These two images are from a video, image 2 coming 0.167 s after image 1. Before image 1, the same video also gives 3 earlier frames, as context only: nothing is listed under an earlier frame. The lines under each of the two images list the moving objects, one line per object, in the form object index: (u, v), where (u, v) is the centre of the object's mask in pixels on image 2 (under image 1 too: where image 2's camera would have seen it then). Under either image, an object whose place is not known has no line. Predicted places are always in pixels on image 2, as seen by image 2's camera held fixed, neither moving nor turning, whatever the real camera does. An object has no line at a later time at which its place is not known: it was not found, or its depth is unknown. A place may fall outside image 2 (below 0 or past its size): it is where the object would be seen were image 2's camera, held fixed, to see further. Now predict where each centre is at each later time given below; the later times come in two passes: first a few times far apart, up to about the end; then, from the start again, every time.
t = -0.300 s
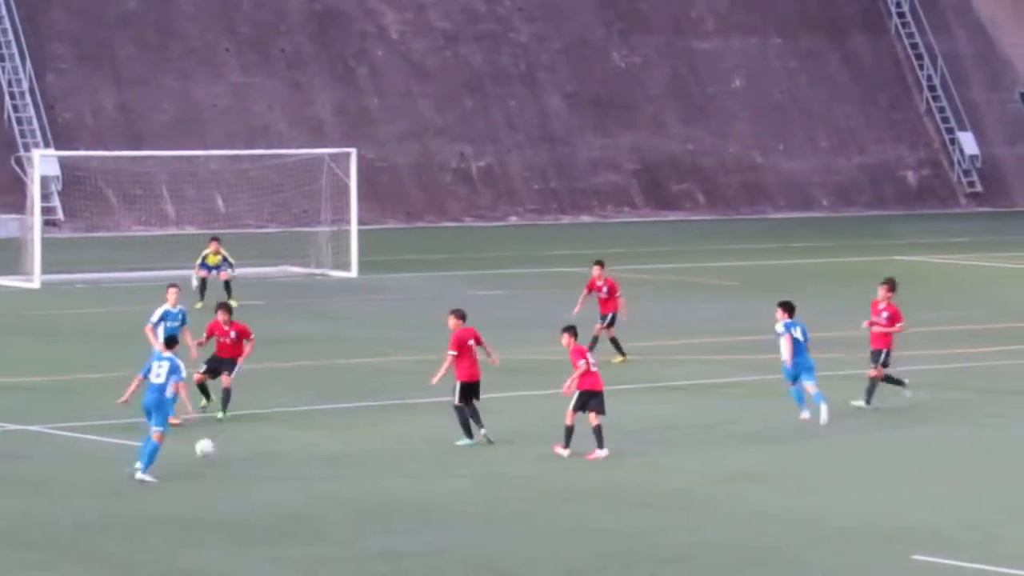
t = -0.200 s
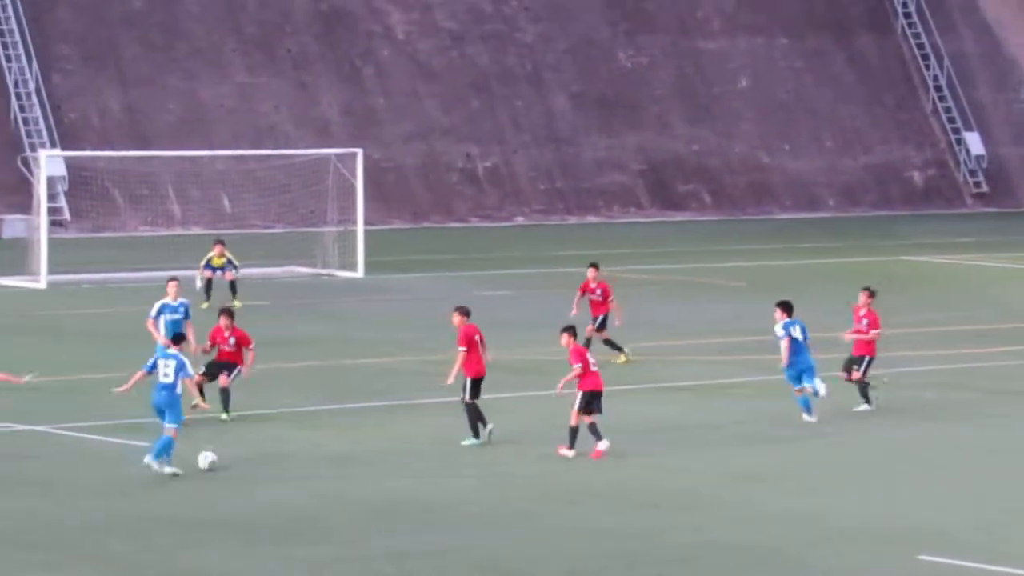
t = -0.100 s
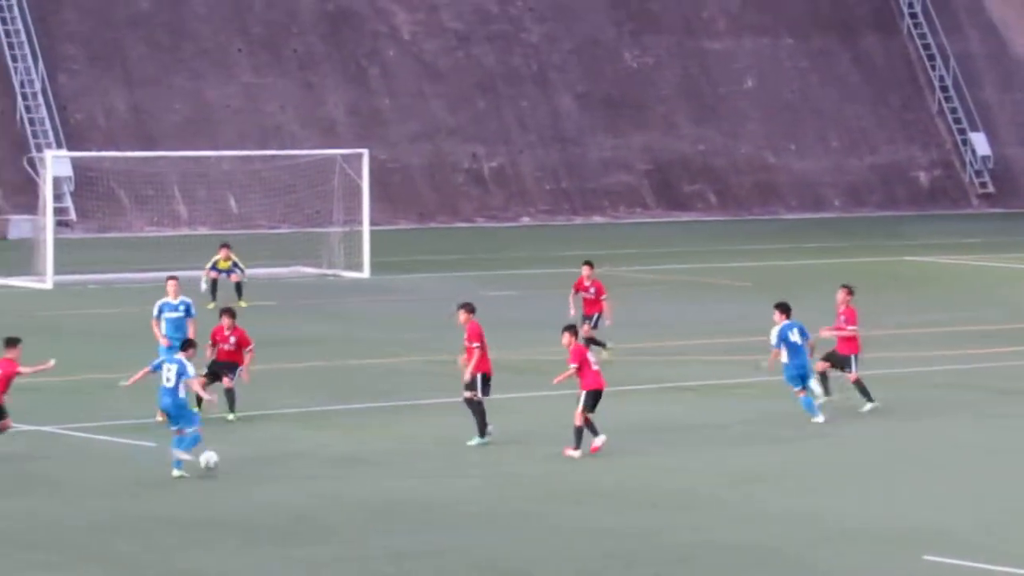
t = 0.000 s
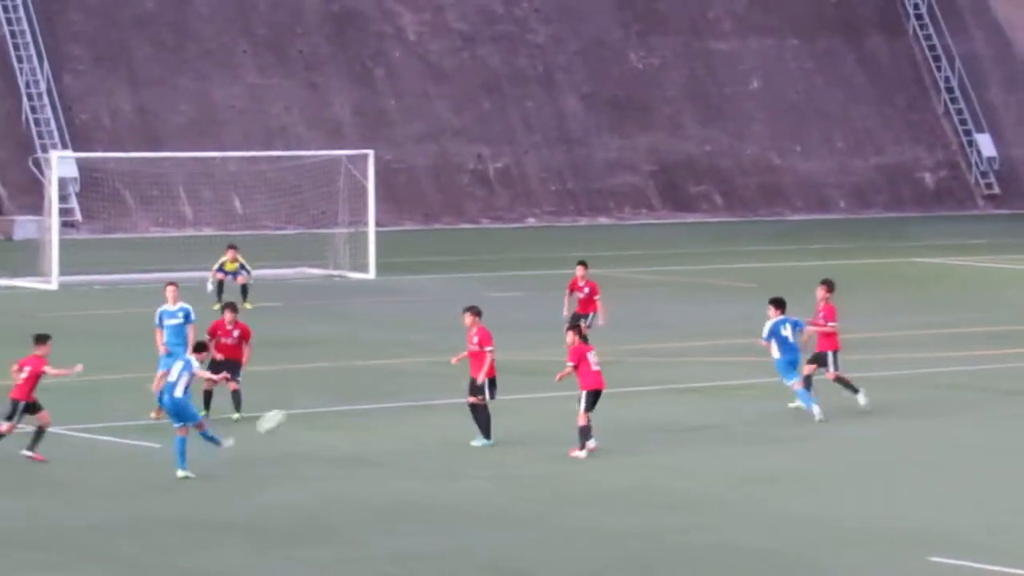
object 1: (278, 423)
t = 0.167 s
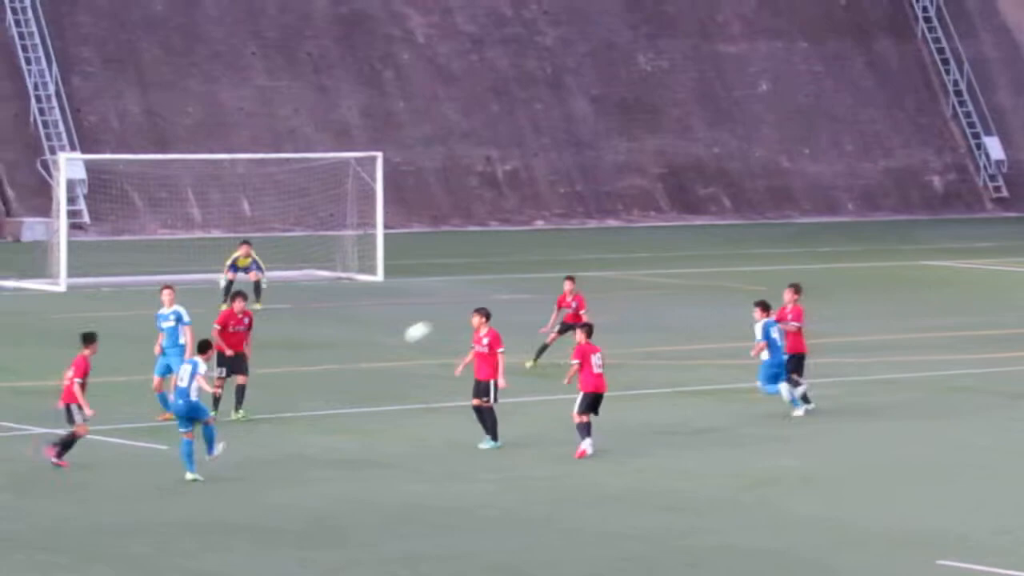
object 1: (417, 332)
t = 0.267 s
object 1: (488, 289)
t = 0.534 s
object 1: (643, 212)
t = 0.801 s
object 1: (759, 181)
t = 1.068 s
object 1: (848, 188)
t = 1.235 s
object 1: (894, 208)
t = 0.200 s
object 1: (442, 316)
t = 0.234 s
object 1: (465, 302)
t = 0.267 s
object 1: (488, 289)
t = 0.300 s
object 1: (509, 276)
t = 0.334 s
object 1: (531, 265)
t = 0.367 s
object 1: (551, 254)
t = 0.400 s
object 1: (571, 244)
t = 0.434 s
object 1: (590, 235)
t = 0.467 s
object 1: (609, 226)
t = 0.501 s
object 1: (626, 219)
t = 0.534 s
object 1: (643, 212)
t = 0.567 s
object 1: (659, 206)
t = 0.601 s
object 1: (674, 200)
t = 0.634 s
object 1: (690, 195)
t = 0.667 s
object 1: (704, 190)
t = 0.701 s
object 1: (719, 187)
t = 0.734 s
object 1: (733, 185)
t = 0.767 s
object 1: (746, 183)
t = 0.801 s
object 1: (759, 181)
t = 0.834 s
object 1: (772, 180)
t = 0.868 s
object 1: (784, 179)
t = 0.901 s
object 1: (796, 179)
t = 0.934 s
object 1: (807, 180)
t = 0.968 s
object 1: (818, 181)
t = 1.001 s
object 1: (829, 182)
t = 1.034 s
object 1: (839, 185)
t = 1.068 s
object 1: (848, 188)
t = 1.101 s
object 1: (858, 191)
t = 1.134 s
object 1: (868, 194)
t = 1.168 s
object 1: (877, 199)
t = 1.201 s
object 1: (885, 203)
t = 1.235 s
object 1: (894, 208)
